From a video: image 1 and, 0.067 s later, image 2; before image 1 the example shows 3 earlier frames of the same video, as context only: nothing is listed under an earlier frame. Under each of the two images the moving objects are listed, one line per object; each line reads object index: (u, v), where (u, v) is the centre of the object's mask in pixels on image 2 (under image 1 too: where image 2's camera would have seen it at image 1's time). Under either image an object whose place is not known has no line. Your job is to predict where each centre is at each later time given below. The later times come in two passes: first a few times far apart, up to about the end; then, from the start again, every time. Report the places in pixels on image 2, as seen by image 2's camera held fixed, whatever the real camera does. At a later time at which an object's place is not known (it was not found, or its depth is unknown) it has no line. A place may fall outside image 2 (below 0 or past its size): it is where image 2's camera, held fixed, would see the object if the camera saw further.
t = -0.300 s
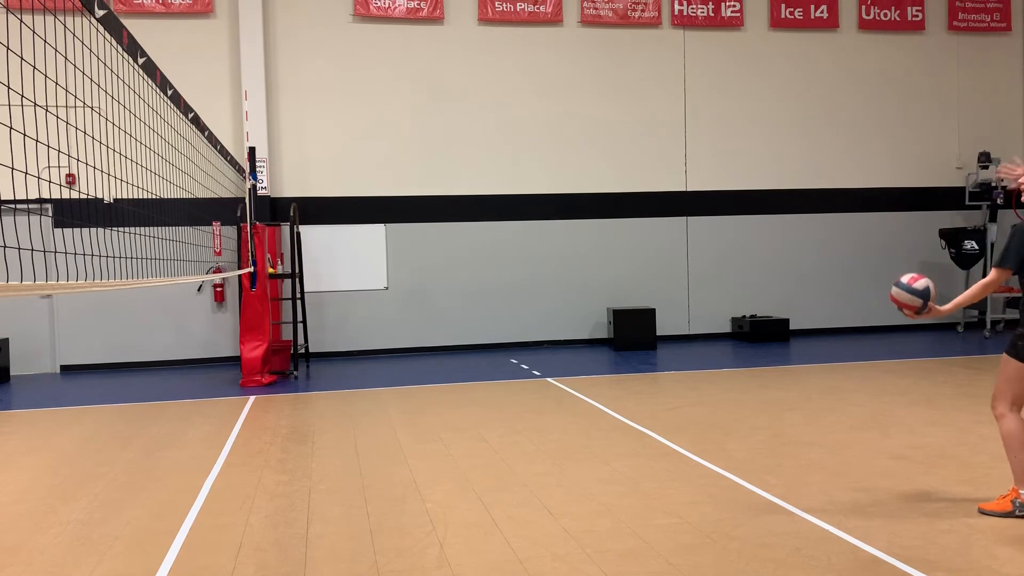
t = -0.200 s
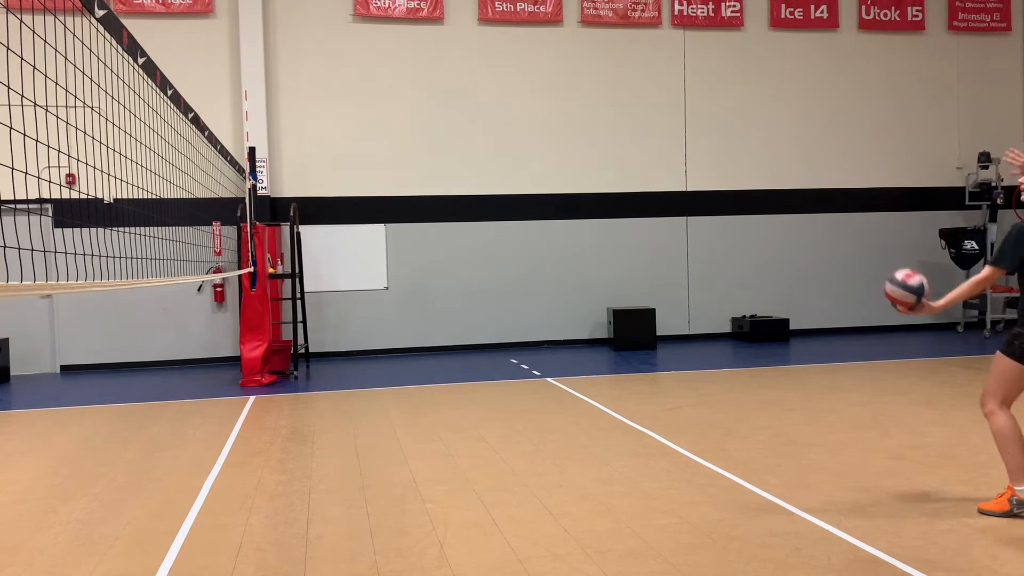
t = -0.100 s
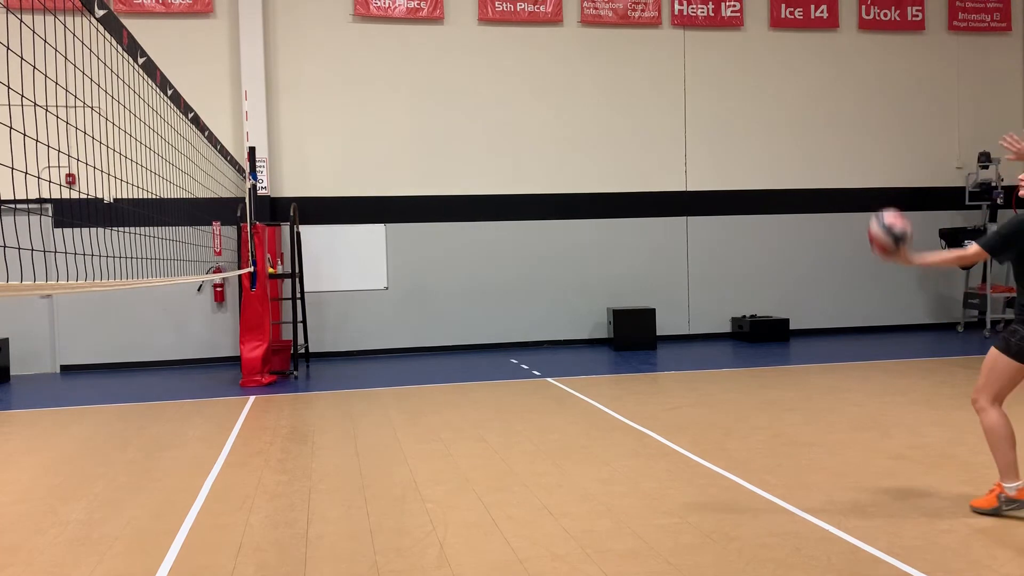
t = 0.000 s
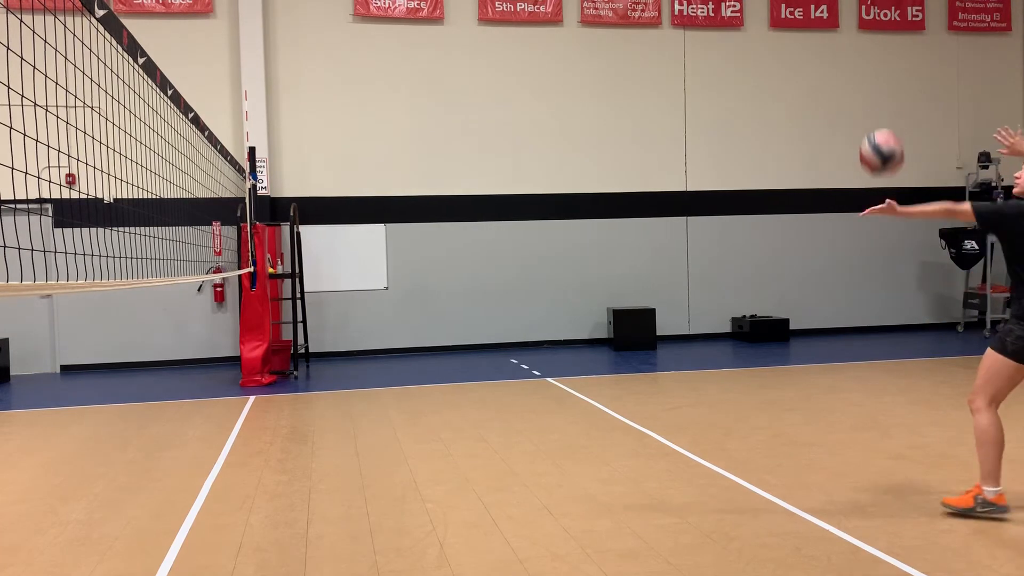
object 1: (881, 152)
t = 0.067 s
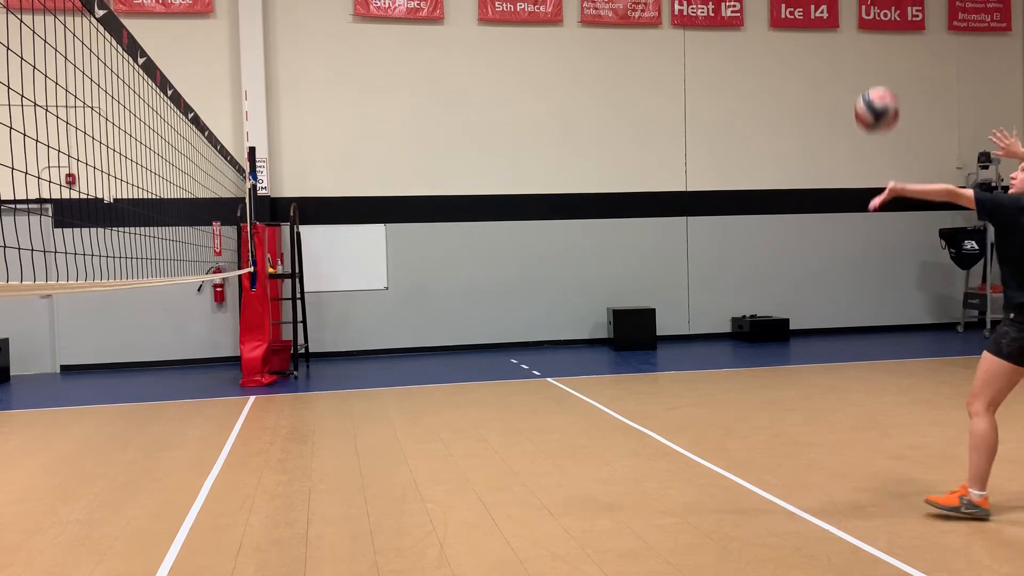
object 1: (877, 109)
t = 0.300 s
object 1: (864, 29)
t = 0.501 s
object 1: (854, 45)
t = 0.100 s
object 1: (875, 91)
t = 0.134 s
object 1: (873, 75)
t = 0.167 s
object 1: (871, 62)
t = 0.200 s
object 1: (869, 50)
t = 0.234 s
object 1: (867, 41)
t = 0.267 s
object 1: (865, 34)
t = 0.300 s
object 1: (864, 29)
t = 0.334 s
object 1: (862, 26)
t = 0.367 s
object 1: (860, 26)
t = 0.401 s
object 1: (858, 27)
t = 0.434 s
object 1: (857, 31)
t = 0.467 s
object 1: (855, 36)
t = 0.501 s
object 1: (854, 45)
